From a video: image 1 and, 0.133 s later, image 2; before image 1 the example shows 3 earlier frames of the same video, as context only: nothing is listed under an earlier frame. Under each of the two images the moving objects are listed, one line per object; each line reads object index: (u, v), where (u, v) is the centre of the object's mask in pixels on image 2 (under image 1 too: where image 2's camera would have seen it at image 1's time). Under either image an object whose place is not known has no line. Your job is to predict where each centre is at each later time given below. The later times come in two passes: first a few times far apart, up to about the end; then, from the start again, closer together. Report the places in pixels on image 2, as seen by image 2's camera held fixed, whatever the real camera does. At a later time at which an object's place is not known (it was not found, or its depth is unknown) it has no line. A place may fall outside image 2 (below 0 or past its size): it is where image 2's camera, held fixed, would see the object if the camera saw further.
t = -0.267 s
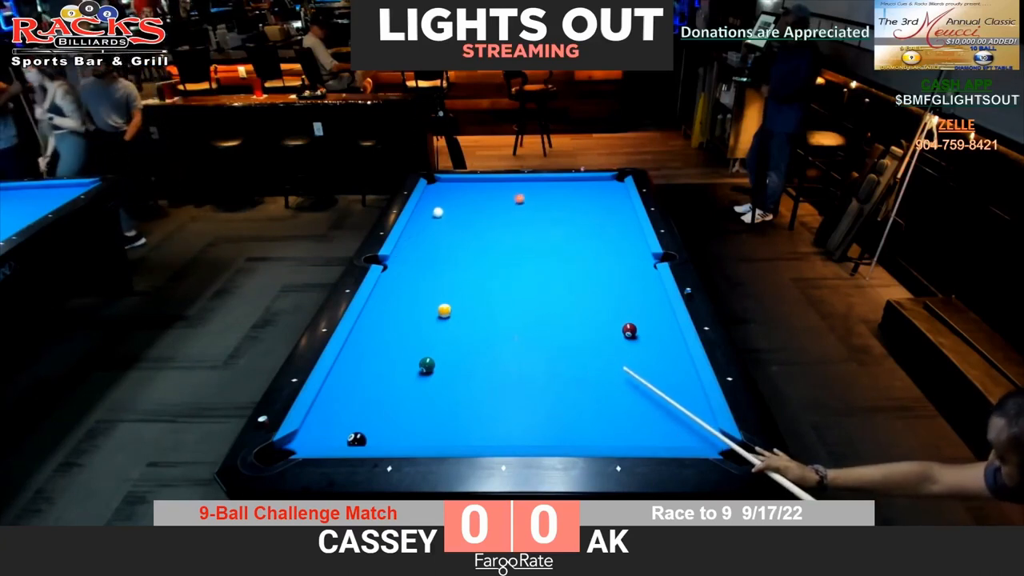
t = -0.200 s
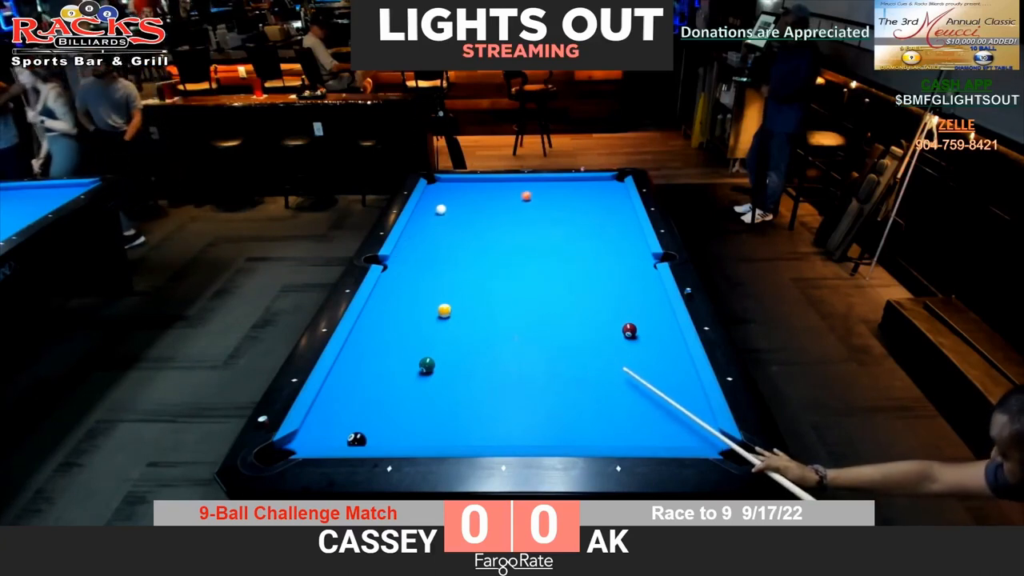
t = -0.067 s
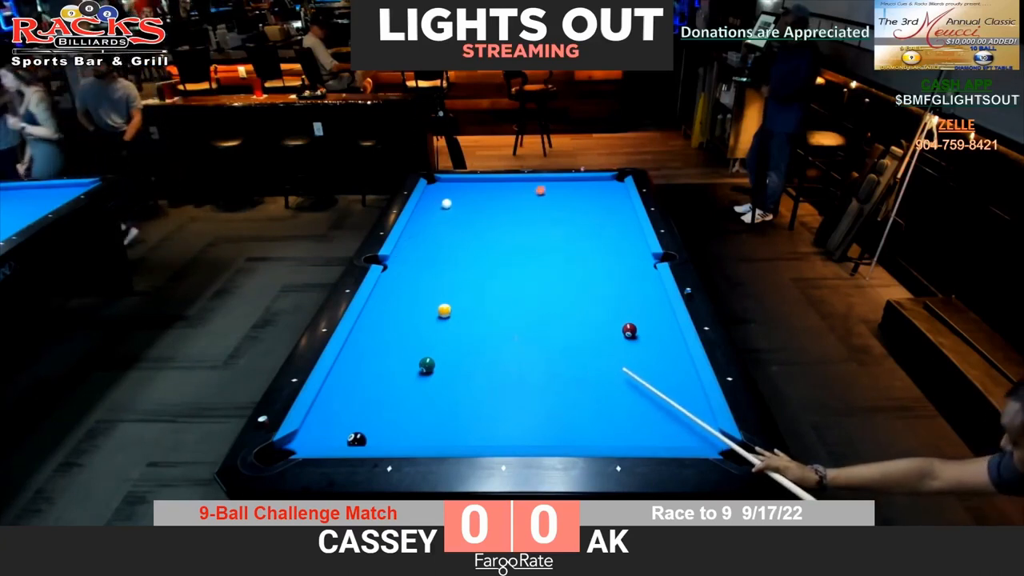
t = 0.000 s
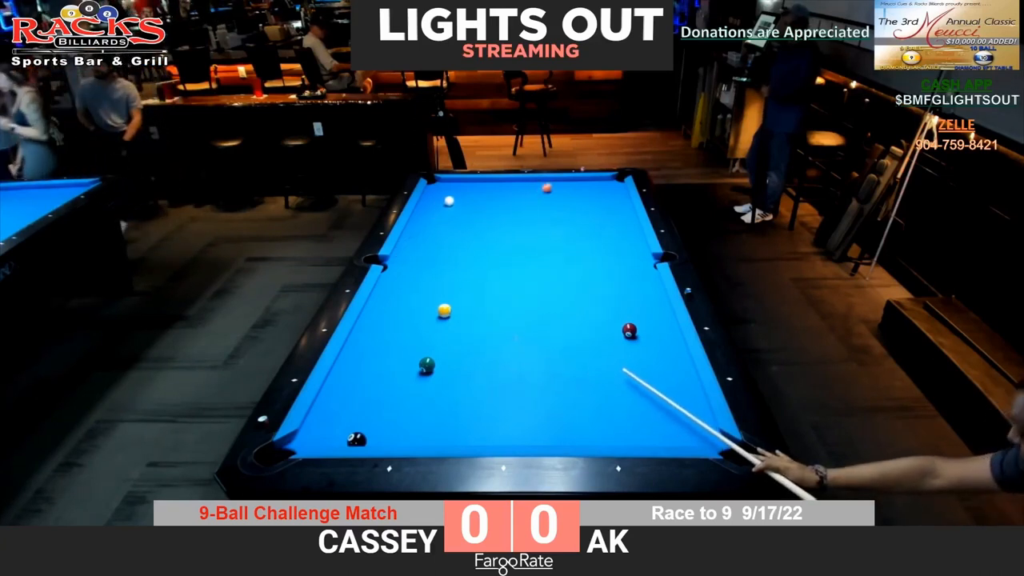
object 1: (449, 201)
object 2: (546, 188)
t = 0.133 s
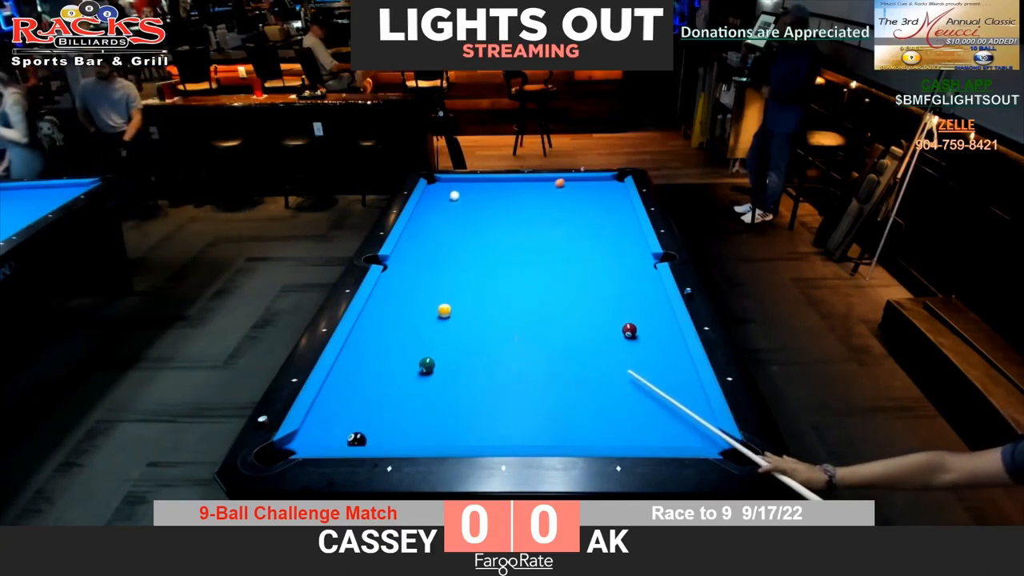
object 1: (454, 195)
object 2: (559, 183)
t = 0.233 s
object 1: (457, 192)
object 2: (568, 179)
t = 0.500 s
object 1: (467, 183)
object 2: (598, 184)
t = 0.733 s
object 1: (479, 182)
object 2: (621, 188)
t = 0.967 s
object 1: (496, 185)
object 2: (606, 194)
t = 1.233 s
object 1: (514, 189)
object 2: (589, 201)
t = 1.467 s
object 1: (530, 192)
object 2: (573, 206)
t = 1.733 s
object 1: (549, 196)
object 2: (556, 213)
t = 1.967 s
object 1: (565, 200)
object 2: (541, 219)
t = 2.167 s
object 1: (578, 203)
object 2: (528, 224)
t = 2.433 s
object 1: (595, 206)
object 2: (511, 230)
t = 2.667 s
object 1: (610, 209)
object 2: (496, 236)
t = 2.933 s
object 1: (627, 212)
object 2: (479, 242)
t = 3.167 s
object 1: (625, 215)
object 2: (465, 248)
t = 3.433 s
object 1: (617, 216)
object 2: (449, 254)
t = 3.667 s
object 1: (611, 218)
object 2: (435, 259)
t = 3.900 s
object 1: (605, 219)
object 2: (422, 264)
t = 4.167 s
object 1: (599, 221)
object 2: (408, 270)
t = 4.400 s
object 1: (595, 222)
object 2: (395, 274)
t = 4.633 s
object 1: (591, 222)
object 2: (384, 279)
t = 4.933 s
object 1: (587, 223)
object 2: (389, 281)
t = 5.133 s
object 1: (586, 223)
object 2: (392, 283)
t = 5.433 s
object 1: (585, 224)
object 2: (396, 284)
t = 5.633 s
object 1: (585, 224)
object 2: (398, 285)
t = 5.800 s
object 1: (585, 224)
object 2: (400, 286)
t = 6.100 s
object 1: (585, 224)
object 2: (401, 287)
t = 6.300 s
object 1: (585, 224)
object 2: (401, 287)
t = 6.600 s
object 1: (585, 224)
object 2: (401, 287)
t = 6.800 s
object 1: (585, 224)
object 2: (401, 287)
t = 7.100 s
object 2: (401, 287)
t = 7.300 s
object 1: (585, 224)
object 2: (401, 287)
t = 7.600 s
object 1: (585, 224)
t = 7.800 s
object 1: (585, 224)
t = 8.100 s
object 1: (585, 224)
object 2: (401, 287)
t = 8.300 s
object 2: (401, 287)
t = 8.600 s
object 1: (585, 224)
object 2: (401, 287)
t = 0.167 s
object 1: (455, 194)
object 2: (562, 181)
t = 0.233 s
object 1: (457, 192)
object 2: (568, 179)
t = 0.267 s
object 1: (459, 191)
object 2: (572, 179)
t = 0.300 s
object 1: (460, 190)
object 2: (575, 179)
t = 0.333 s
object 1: (461, 188)
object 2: (579, 180)
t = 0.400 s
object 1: (463, 186)
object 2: (587, 181)
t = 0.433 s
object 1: (464, 185)
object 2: (590, 182)
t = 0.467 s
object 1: (465, 184)
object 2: (594, 183)
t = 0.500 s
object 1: (467, 183)
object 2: (598, 184)
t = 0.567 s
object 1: (468, 181)
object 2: (606, 185)
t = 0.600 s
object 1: (470, 180)
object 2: (609, 185)
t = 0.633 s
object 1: (472, 180)
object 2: (613, 186)
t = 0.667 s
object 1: (474, 181)
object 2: (617, 187)
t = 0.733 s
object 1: (479, 182)
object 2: (621, 188)
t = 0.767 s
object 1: (481, 182)
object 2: (619, 189)
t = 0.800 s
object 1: (484, 183)
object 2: (616, 190)
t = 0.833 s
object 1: (486, 183)
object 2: (614, 191)
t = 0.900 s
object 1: (491, 184)
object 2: (610, 192)
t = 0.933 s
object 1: (493, 185)
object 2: (607, 193)
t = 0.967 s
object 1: (496, 185)
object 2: (606, 194)
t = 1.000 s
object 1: (498, 186)
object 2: (603, 195)
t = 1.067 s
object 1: (503, 187)
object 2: (599, 197)
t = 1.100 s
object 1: (505, 187)
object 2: (597, 197)
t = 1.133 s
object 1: (507, 188)
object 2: (595, 198)
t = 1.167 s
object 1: (510, 188)
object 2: (593, 199)
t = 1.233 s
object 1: (514, 189)
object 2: (589, 201)
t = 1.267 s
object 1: (517, 190)
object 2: (586, 201)
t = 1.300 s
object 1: (519, 190)
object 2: (584, 202)
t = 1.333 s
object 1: (521, 191)
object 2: (582, 203)
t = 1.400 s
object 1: (526, 192)
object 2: (578, 204)
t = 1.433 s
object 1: (528, 192)
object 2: (575, 206)
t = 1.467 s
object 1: (530, 192)
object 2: (573, 206)
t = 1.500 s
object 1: (533, 193)
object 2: (571, 207)
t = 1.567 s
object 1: (537, 194)
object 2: (566, 209)
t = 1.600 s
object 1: (540, 195)
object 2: (564, 210)
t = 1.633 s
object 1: (542, 195)
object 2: (563, 211)
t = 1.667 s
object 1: (544, 195)
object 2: (560, 211)
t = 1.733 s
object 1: (549, 196)
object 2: (556, 213)
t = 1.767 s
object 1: (551, 197)
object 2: (554, 214)
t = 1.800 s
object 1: (553, 197)
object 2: (552, 215)
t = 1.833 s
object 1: (556, 198)
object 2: (549, 215)
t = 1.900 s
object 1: (560, 199)
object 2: (545, 217)
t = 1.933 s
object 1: (562, 199)
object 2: (543, 218)
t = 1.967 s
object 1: (565, 200)
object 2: (541, 219)
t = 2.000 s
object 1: (567, 200)
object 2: (538, 220)
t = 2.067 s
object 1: (571, 201)
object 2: (534, 221)
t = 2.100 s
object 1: (573, 202)
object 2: (532, 222)
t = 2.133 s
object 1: (576, 202)
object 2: (530, 223)
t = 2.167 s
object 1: (578, 203)
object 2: (528, 224)
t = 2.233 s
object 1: (582, 204)
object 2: (523, 225)
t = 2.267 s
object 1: (584, 204)
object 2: (522, 226)
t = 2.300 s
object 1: (587, 205)
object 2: (519, 227)
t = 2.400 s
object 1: (593, 206)
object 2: (513, 229)
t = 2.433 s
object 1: (595, 206)
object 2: (511, 230)
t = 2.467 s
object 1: (598, 207)
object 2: (509, 231)
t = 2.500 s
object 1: (600, 207)
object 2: (506, 232)
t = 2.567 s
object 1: (604, 208)
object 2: (502, 233)
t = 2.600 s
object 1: (606, 208)
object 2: (500, 234)
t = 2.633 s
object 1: (608, 209)
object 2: (498, 235)
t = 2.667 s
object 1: (610, 209)
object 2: (496, 236)
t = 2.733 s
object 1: (614, 210)
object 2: (492, 237)
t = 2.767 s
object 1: (616, 211)
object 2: (490, 238)
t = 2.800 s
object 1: (619, 211)
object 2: (488, 239)
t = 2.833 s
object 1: (621, 211)
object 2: (486, 240)
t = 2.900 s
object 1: (625, 212)
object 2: (482, 242)
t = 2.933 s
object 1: (627, 212)
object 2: (479, 242)
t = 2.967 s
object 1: (629, 213)
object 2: (477, 243)
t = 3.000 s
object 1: (630, 213)
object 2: (475, 244)
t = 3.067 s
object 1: (629, 214)
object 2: (471, 245)
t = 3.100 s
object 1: (628, 214)
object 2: (469, 246)
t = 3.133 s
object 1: (627, 214)
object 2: (467, 247)
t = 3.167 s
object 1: (625, 215)
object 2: (465, 248)
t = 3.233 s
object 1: (623, 215)
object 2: (461, 249)
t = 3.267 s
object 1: (622, 215)
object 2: (459, 250)
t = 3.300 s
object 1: (621, 216)
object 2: (457, 251)
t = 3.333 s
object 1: (620, 216)
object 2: (455, 252)
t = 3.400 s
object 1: (618, 216)
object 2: (451, 253)
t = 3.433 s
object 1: (617, 216)
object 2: (449, 254)
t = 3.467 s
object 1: (616, 217)
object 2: (447, 254)
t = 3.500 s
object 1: (615, 217)
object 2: (445, 255)
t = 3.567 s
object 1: (613, 217)
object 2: (441, 257)
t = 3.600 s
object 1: (612, 218)
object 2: (439, 257)
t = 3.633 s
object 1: (611, 218)
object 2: (437, 258)
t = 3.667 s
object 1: (611, 218)
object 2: (435, 259)
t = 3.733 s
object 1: (609, 218)
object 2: (431, 260)
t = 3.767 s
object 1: (608, 218)
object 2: (429, 261)
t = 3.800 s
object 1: (607, 219)
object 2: (427, 262)
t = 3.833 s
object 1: (606, 219)
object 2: (425, 263)
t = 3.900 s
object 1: (605, 219)
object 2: (422, 264)
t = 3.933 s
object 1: (604, 219)
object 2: (420, 265)
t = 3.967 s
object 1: (603, 220)
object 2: (418, 266)
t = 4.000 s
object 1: (602, 220)
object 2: (416, 266)
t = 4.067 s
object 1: (601, 220)
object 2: (413, 268)
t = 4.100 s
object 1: (600, 220)
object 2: (411, 268)
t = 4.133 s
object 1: (599, 220)
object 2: (409, 269)
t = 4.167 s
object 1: (599, 221)
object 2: (408, 270)
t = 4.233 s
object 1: (597, 221)
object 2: (404, 271)
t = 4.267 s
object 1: (597, 221)
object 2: (402, 272)
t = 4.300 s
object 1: (596, 221)
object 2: (400, 272)
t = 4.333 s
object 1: (596, 221)
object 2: (399, 273)
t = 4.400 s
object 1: (595, 222)
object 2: (395, 274)
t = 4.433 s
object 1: (594, 222)
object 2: (394, 275)
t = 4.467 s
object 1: (593, 222)
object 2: (392, 275)
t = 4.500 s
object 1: (593, 222)
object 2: (390, 276)
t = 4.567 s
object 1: (592, 222)
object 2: (387, 277)
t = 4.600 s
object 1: (591, 222)
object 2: (386, 278)
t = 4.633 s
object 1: (591, 222)
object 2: (384, 279)
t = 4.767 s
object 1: (589, 223)
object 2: (386, 280)
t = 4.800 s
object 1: (589, 223)
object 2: (386, 280)
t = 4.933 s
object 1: (587, 223)
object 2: (389, 281)
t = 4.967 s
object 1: (587, 223)
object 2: (389, 282)
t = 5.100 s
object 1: (586, 223)
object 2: (392, 283)
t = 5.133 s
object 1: (586, 223)
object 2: (392, 283)
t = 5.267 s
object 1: (585, 223)
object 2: (394, 283)
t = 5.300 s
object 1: (585, 224)
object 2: (394, 284)
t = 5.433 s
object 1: (585, 224)
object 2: (396, 284)
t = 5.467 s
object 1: (585, 224)
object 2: (397, 285)
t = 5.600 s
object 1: (585, 224)
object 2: (398, 285)
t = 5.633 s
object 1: (585, 224)
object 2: (398, 285)
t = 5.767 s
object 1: (585, 224)
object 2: (399, 286)
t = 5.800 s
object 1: (585, 224)
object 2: (400, 286)
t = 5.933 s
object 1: (585, 224)
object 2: (400, 286)
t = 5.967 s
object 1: (585, 224)
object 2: (400, 287)
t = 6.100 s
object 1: (585, 224)
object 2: (401, 287)
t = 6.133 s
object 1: (585, 224)
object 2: (401, 287)
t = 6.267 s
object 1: (585, 224)
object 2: (401, 287)
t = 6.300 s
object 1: (585, 224)
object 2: (401, 287)
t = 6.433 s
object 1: (585, 224)
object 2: (401, 287)
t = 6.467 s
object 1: (585, 224)
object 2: (401, 287)
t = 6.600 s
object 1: (585, 224)
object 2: (401, 287)
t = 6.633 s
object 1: (585, 224)
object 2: (401, 287)
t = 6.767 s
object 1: (585, 224)
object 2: (401, 287)
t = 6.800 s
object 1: (585, 224)
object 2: (401, 287)
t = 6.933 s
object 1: (585, 224)
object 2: (401, 287)
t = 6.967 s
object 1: (585, 224)
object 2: (401, 287)
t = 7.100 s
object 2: (401, 287)
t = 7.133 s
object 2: (401, 287)
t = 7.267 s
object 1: (585, 224)
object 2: (401, 287)
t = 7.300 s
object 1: (585, 224)
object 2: (401, 287)
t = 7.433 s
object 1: (585, 224)
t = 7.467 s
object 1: (585, 224)
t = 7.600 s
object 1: (585, 224)
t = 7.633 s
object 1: (585, 224)
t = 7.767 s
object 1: (585, 224)
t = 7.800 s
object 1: (585, 224)
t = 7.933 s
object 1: (585, 224)
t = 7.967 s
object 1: (585, 224)
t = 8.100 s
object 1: (585, 224)
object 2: (401, 287)
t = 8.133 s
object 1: (585, 224)
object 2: (401, 287)
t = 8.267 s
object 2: (401, 287)
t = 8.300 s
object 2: (401, 287)
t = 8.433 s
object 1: (585, 224)
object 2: (401, 287)
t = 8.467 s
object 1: (585, 224)
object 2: (401, 287)
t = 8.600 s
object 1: (585, 224)
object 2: (401, 287)
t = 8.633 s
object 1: (585, 224)
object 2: (401, 287)
